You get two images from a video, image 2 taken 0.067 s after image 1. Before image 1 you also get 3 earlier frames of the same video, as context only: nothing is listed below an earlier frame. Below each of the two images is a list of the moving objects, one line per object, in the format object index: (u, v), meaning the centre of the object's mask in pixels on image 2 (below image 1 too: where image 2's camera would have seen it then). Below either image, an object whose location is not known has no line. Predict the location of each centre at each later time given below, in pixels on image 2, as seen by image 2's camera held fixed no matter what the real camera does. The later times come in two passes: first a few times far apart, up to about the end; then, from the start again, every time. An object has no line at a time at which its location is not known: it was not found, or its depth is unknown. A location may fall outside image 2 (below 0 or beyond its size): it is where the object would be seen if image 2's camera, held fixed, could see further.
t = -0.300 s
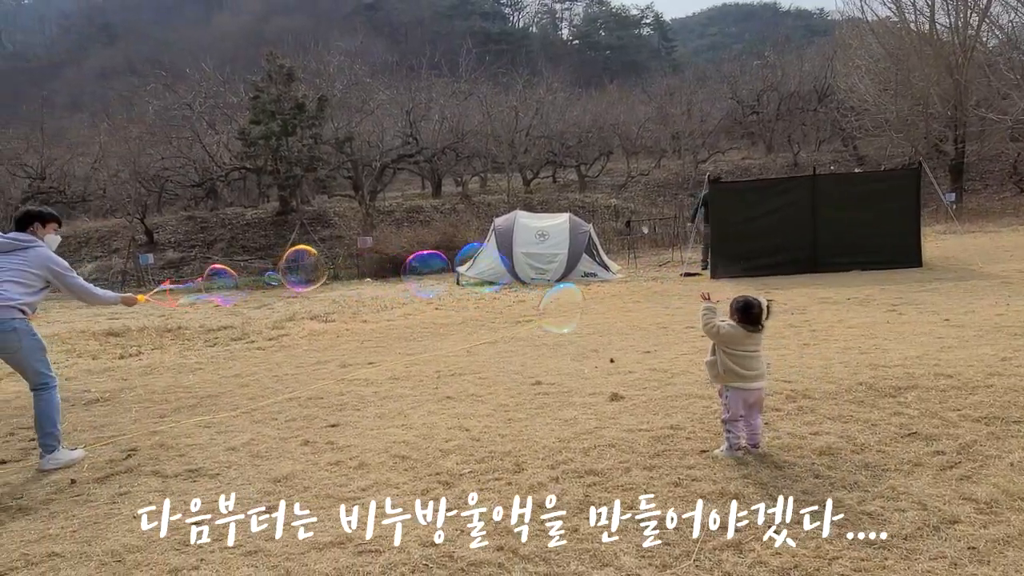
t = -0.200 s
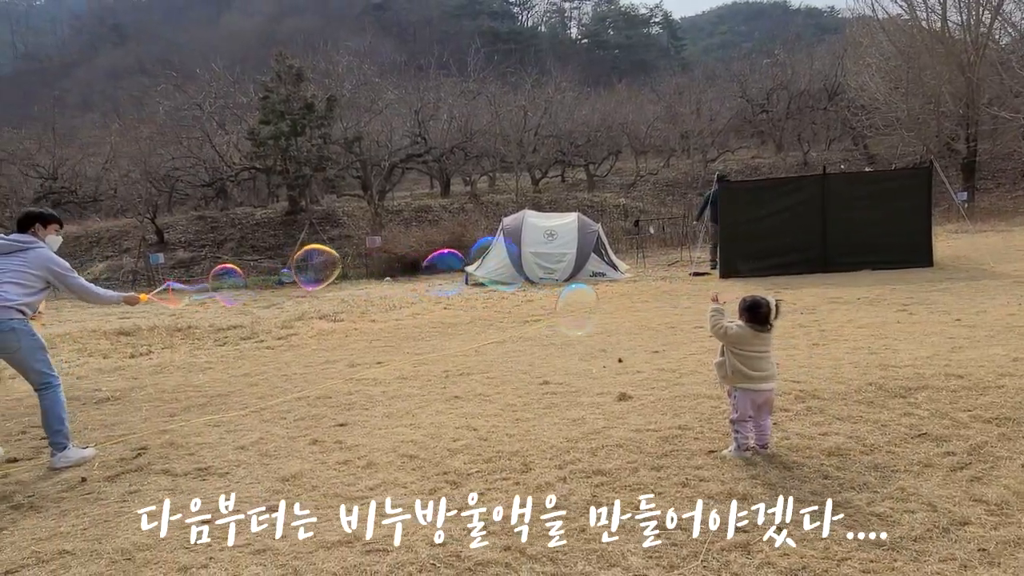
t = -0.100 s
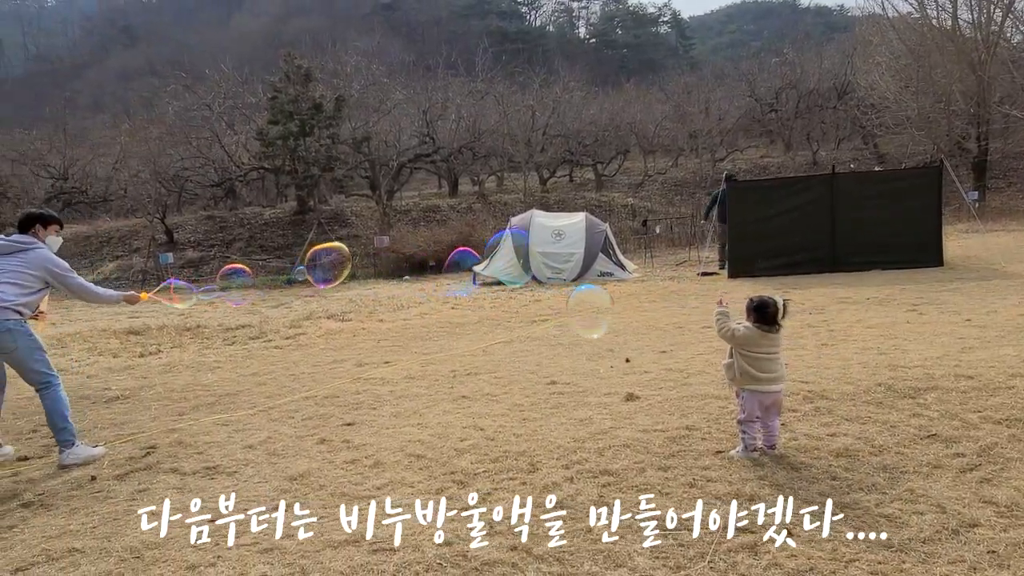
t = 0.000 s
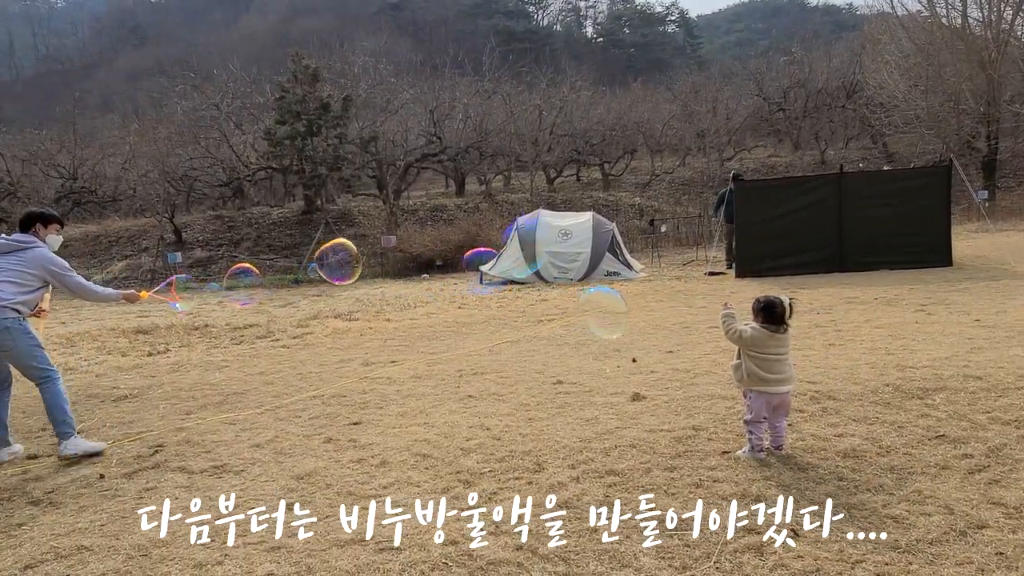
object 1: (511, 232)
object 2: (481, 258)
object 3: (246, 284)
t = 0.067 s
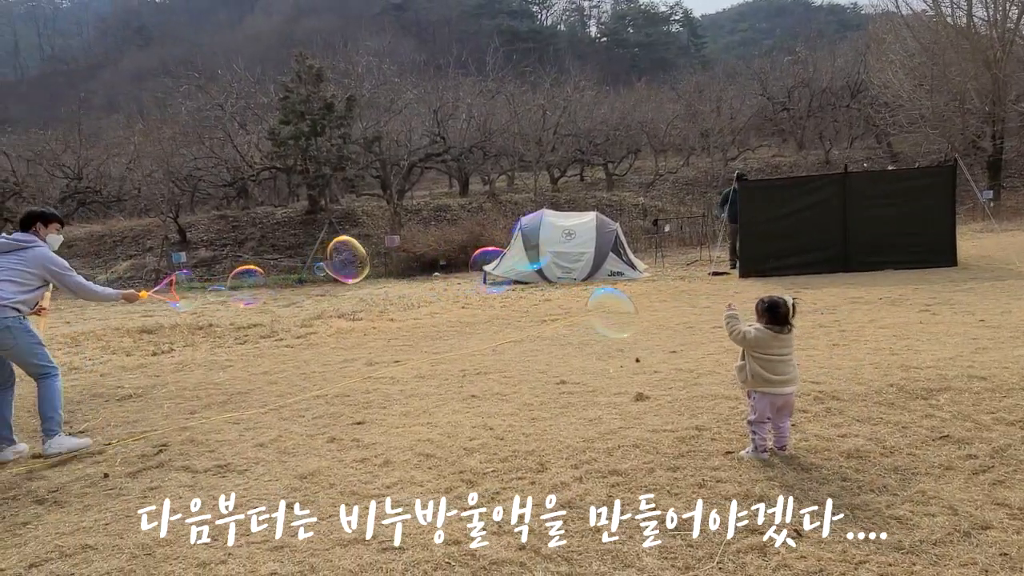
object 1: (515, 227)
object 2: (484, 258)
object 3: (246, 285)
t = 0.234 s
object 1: (554, 208)
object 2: (509, 254)
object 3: (246, 288)
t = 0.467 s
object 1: (562, 199)
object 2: (538, 257)
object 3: (247, 291)
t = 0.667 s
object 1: (581, 193)
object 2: (565, 256)
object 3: (248, 296)
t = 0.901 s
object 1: (603, 185)
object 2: (586, 257)
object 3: (251, 304)
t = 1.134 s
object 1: (627, 166)
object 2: (611, 249)
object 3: (255, 308)
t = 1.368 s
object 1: (653, 151)
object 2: (643, 252)
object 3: (260, 313)
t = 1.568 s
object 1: (673, 140)
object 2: (663, 260)
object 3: (265, 315)
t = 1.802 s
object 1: (702, 126)
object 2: (686, 259)
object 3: (275, 315)
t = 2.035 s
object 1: (734, 115)
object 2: (713, 241)
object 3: (291, 325)
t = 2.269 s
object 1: (763, 109)
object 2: (745, 250)
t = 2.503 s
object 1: (798, 102)
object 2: (766, 248)
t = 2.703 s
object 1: (826, 99)
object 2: (788, 244)
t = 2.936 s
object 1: (860, 98)
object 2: (814, 239)
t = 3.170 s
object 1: (896, 96)
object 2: (841, 237)
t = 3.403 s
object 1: (929, 99)
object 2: (868, 234)
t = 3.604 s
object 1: (963, 102)
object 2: (890, 231)
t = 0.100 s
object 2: (486, 256)
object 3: (246, 285)
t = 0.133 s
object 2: (489, 256)
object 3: (246, 286)
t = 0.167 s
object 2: (492, 255)
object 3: (245, 287)
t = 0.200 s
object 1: (553, 209)
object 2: (494, 254)
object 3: (246, 287)
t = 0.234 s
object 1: (554, 208)
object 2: (509, 254)
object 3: (246, 288)
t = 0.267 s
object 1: (547, 208)
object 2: (516, 251)
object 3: (245, 288)
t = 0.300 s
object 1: (549, 206)
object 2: (525, 254)
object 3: (245, 288)
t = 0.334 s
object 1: (551, 205)
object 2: (532, 257)
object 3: (245, 288)
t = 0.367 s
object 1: (553, 203)
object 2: (533, 256)
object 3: (246, 289)
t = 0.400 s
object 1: (556, 201)
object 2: (533, 254)
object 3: (246, 289)
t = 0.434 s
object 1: (559, 200)
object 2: (537, 257)
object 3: (246, 291)
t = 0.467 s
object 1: (562, 199)
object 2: (538, 257)
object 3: (247, 291)
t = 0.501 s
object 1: (565, 197)
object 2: (540, 257)
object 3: (246, 293)
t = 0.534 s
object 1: (569, 197)
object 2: (545, 257)
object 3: (246, 293)
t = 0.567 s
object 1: (571, 196)
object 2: (549, 258)
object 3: (247, 294)
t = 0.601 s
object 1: (576, 195)
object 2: (555, 257)
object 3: (248, 295)
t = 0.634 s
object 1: (579, 195)
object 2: (559, 258)
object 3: (248, 296)
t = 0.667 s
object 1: (581, 193)
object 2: (565, 256)
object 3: (248, 296)
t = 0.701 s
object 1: (586, 192)
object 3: (248, 298)
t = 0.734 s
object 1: (590, 191)
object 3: (249, 299)
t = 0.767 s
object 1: (592, 190)
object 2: (570, 256)
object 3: (249, 300)
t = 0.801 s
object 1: (595, 189)
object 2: (574, 256)
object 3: (250, 301)
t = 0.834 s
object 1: (598, 188)
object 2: (578, 255)
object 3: (251, 302)
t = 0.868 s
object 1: (601, 186)
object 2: (582, 255)
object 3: (251, 303)
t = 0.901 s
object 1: (603, 185)
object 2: (586, 257)
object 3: (251, 304)
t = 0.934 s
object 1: (607, 183)
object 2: (587, 254)
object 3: (251, 304)
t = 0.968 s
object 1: (609, 180)
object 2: (593, 251)
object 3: (252, 305)
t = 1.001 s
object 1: (613, 176)
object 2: (600, 250)
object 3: (253, 305)
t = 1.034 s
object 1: (616, 174)
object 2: (606, 250)
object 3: (254, 306)
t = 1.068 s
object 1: (619, 171)
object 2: (608, 250)
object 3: (255, 307)
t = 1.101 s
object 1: (624, 169)
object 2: (610, 250)
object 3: (255, 307)
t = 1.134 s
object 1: (627, 166)
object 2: (611, 249)
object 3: (255, 308)
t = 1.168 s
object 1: (628, 164)
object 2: (618, 248)
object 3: (256, 308)
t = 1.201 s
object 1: (633, 162)
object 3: (256, 309)
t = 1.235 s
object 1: (636, 160)
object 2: (629, 250)
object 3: (257, 310)
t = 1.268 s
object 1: (640, 158)
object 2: (633, 250)
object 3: (257, 311)
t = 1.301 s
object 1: (643, 156)
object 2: (637, 252)
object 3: (258, 312)
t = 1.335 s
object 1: (647, 154)
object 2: (641, 253)
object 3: (259, 313)
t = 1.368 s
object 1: (653, 151)
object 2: (643, 252)
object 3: (260, 313)
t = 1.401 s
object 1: (656, 149)
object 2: (648, 253)
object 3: (261, 314)
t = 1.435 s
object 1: (659, 147)
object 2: (649, 252)
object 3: (261, 314)
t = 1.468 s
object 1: (663, 145)
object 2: (651, 252)
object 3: (262, 314)
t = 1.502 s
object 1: (666, 143)
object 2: (653, 252)
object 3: (263, 314)
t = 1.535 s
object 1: (670, 141)
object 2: (659, 259)
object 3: (264, 314)
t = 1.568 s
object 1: (673, 140)
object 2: (663, 260)
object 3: (265, 315)
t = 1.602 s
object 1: (678, 138)
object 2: (667, 260)
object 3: (266, 315)
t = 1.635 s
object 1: (681, 136)
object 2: (668, 252)
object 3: (268, 315)
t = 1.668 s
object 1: (686, 133)
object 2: (675, 261)
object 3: (269, 315)
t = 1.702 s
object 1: (690, 131)
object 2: (679, 261)
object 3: (271, 316)
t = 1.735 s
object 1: (694, 129)
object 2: (682, 261)
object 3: (272, 315)
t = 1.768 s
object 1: (697, 128)
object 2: (683, 260)
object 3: (274, 315)
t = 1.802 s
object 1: (702, 126)
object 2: (686, 259)
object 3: (275, 315)
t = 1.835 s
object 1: (706, 125)
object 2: (692, 258)
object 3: (280, 318)
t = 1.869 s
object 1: (710, 123)
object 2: (696, 258)
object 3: (281, 319)
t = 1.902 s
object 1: (715, 122)
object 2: (698, 258)
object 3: (283, 322)
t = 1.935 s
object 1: (719, 120)
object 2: (702, 258)
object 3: (285, 324)
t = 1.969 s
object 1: (723, 119)
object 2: (708, 251)
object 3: (287, 324)
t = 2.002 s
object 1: (728, 117)
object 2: (709, 250)
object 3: (289, 325)
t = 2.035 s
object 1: (734, 115)
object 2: (713, 241)
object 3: (291, 325)
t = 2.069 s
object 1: (738, 114)
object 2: (717, 241)
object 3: (292, 325)
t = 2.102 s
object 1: (742, 113)
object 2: (723, 255)
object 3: (293, 326)
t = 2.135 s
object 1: (747, 112)
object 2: (735, 245)
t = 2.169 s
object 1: (751, 111)
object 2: (737, 249)
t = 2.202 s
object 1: (755, 111)
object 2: (740, 249)
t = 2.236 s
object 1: (759, 110)
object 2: (743, 250)
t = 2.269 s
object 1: (763, 109)
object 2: (745, 250)
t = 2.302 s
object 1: (768, 108)
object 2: (748, 251)
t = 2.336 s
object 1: (773, 106)
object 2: (751, 251)
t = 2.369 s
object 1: (778, 105)
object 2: (754, 251)
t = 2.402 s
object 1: (784, 104)
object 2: (756, 251)
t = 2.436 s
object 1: (788, 103)
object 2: (759, 250)
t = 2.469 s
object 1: (793, 102)
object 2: (762, 249)
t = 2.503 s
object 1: (798, 102)
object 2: (766, 248)
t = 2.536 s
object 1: (802, 101)
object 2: (769, 247)
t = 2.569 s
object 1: (807, 101)
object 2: (773, 246)
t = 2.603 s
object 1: (812, 100)
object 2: (777, 245)
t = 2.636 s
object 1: (815, 100)
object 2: (781, 245)
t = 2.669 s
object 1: (822, 99)
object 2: (784, 245)
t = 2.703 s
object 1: (826, 99)
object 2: (788, 244)
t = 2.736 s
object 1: (831, 98)
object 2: (792, 244)
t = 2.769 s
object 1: (837, 98)
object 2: (796, 243)
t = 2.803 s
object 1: (842, 97)
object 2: (800, 243)
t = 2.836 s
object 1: (847, 97)
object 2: (803, 242)
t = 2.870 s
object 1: (852, 97)
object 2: (807, 241)
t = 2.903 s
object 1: (856, 97)
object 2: (810, 240)
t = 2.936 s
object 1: (860, 98)
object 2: (814, 239)
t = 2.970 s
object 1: (865, 97)
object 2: (817, 239)
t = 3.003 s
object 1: (870, 97)
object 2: (821, 239)
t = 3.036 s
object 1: (875, 96)
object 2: (825, 239)
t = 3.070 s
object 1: (880, 96)
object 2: (830, 239)
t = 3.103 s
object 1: (886, 96)
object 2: (834, 238)
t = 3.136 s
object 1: (891, 96)
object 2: (838, 238)
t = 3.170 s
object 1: (896, 96)
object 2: (841, 237)
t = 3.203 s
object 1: (900, 97)
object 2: (845, 236)
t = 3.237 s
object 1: (905, 97)
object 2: (848, 236)
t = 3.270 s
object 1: (909, 98)
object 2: (852, 235)
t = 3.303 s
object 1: (914, 98)
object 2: (855, 234)
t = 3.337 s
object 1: (919, 98)
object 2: (859, 234)
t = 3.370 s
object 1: (924, 99)
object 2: (863, 234)
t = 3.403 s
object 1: (929, 99)
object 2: (868, 234)
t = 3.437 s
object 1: (935, 99)
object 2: (872, 234)
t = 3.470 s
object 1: (941, 99)
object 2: (876, 233)
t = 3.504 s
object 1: (947, 100)
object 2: (879, 233)
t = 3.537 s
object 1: (953, 100)
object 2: (883, 232)
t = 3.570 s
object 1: (958, 101)
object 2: (887, 232)
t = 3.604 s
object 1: (963, 102)
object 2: (890, 231)
